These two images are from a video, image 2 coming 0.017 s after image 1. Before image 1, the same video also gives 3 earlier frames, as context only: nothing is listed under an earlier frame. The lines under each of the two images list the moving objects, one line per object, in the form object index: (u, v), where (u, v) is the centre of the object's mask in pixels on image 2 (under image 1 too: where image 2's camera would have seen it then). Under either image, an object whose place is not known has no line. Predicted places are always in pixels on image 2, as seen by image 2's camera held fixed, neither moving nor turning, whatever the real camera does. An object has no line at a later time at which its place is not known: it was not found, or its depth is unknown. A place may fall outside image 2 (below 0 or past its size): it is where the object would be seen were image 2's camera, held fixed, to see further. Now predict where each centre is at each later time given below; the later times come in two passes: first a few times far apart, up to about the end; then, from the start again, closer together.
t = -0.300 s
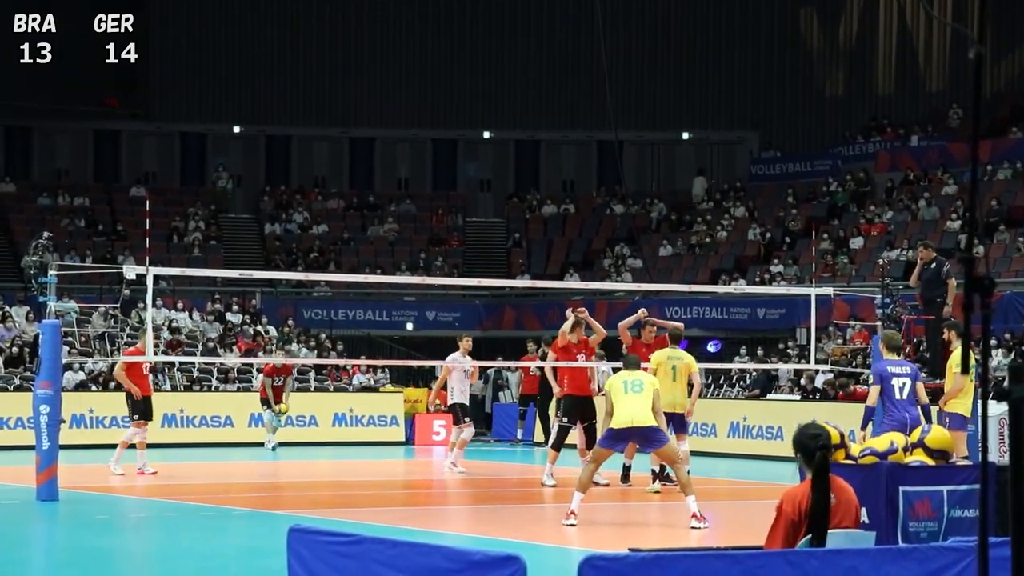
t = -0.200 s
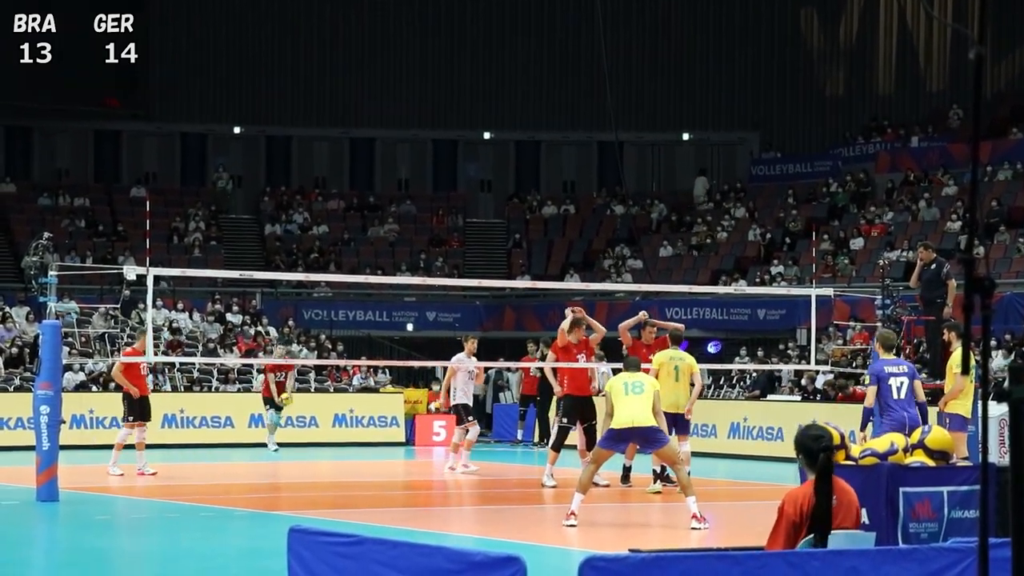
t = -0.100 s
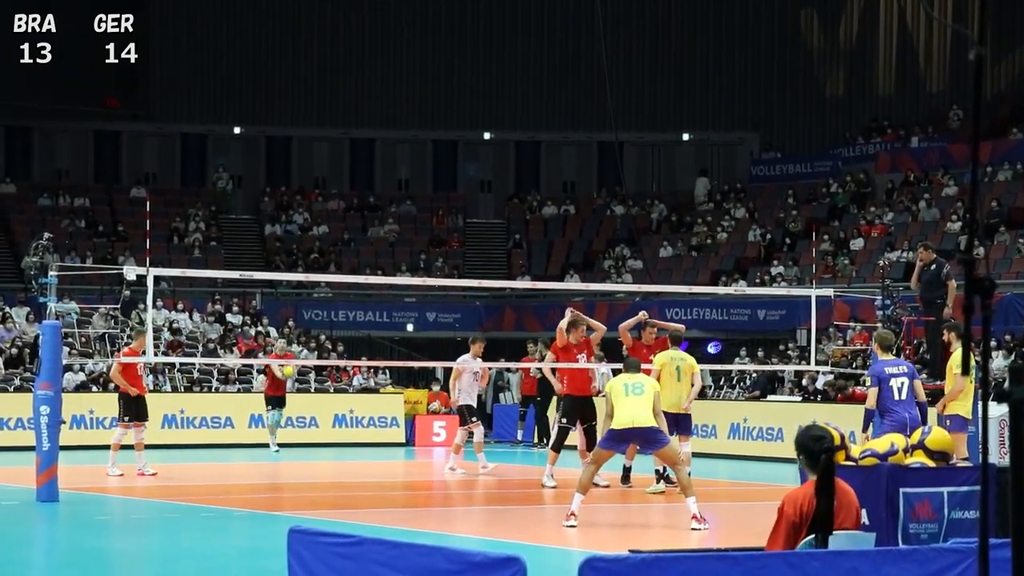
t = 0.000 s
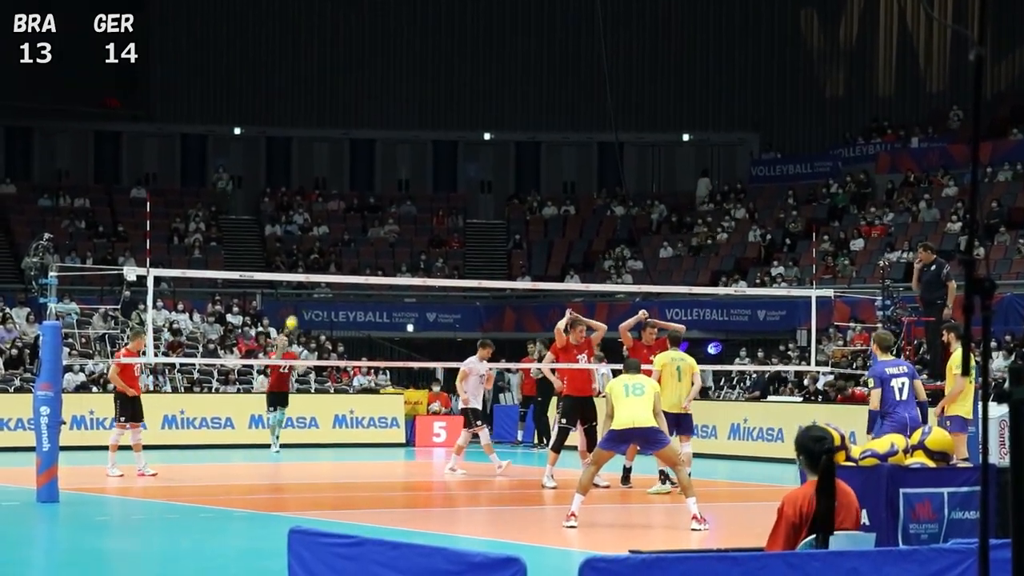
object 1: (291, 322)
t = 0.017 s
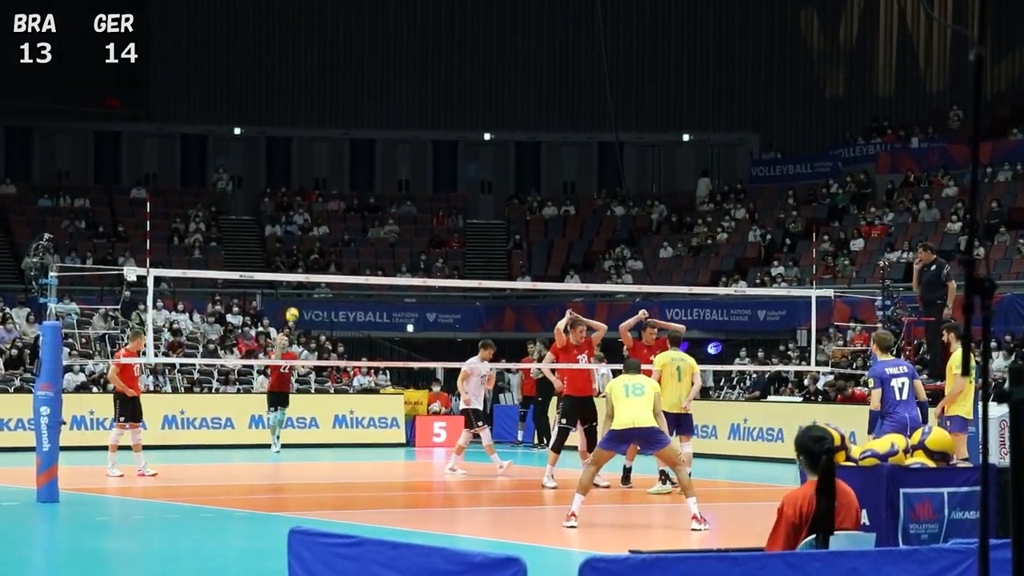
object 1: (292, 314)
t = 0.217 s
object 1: (298, 225)
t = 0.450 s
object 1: (306, 152)
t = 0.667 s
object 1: (313, 113)
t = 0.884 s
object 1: (320, 104)
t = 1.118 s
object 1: (327, 127)
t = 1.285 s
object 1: (332, 166)
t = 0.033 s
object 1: (292, 306)
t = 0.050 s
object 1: (292, 298)
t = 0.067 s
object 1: (293, 290)
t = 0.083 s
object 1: (293, 285)
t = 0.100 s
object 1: (294, 271)
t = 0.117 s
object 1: (295, 266)
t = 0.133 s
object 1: (295, 260)
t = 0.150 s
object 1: (296, 253)
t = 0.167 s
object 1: (297, 245)
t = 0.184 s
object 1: (297, 238)
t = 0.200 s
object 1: (297, 232)
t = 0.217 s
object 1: (298, 225)
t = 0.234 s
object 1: (298, 219)
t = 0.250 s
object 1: (300, 212)
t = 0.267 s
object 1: (300, 206)
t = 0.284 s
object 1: (300, 201)
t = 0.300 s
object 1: (301, 195)
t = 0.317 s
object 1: (301, 189)
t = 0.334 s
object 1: (302, 184)
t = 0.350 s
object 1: (302, 179)
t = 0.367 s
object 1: (303, 174)
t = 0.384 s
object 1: (304, 170)
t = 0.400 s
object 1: (304, 165)
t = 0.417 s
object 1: (305, 161)
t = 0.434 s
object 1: (306, 156)
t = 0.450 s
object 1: (306, 152)
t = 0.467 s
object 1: (306, 148)
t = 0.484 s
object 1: (307, 144)
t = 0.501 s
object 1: (308, 140)
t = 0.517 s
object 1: (308, 137)
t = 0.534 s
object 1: (308, 134)
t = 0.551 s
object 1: (309, 131)
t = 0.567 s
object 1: (310, 128)
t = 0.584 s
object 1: (311, 125)
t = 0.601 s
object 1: (311, 122)
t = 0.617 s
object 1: (311, 119)
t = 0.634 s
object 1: (312, 117)
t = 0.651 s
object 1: (313, 115)
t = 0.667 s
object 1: (313, 113)
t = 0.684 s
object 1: (314, 112)
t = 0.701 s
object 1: (314, 110)
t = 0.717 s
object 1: (315, 109)
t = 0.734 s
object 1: (316, 107)
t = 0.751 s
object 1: (316, 106)
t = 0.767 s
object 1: (317, 105)
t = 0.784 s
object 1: (317, 105)
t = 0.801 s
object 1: (318, 104)
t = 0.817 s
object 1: (318, 104)
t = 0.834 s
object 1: (319, 104)
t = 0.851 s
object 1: (319, 104)
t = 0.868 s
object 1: (320, 104)
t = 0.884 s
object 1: (320, 104)
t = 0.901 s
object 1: (321, 105)
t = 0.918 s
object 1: (322, 105)
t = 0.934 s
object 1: (322, 106)
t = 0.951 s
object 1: (322, 107)
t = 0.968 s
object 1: (323, 108)
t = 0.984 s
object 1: (324, 110)
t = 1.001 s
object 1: (324, 111)
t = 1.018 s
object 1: (324, 113)
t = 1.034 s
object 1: (325, 115)
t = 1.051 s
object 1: (325, 117)
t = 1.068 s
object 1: (326, 120)
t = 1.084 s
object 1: (327, 122)
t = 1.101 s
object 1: (327, 124)
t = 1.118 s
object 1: (327, 127)
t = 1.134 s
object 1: (328, 130)
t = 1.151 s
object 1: (328, 134)
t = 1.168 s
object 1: (329, 137)
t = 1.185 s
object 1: (329, 141)
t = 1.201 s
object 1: (330, 145)
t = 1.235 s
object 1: (331, 153)
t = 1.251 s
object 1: (331, 157)
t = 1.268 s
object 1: (331, 161)
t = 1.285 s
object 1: (332, 166)
